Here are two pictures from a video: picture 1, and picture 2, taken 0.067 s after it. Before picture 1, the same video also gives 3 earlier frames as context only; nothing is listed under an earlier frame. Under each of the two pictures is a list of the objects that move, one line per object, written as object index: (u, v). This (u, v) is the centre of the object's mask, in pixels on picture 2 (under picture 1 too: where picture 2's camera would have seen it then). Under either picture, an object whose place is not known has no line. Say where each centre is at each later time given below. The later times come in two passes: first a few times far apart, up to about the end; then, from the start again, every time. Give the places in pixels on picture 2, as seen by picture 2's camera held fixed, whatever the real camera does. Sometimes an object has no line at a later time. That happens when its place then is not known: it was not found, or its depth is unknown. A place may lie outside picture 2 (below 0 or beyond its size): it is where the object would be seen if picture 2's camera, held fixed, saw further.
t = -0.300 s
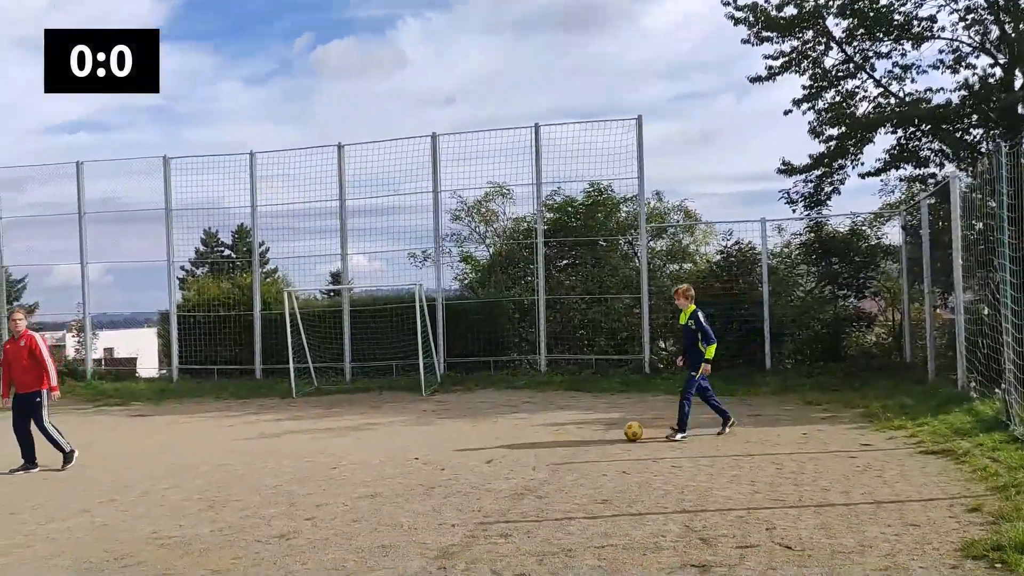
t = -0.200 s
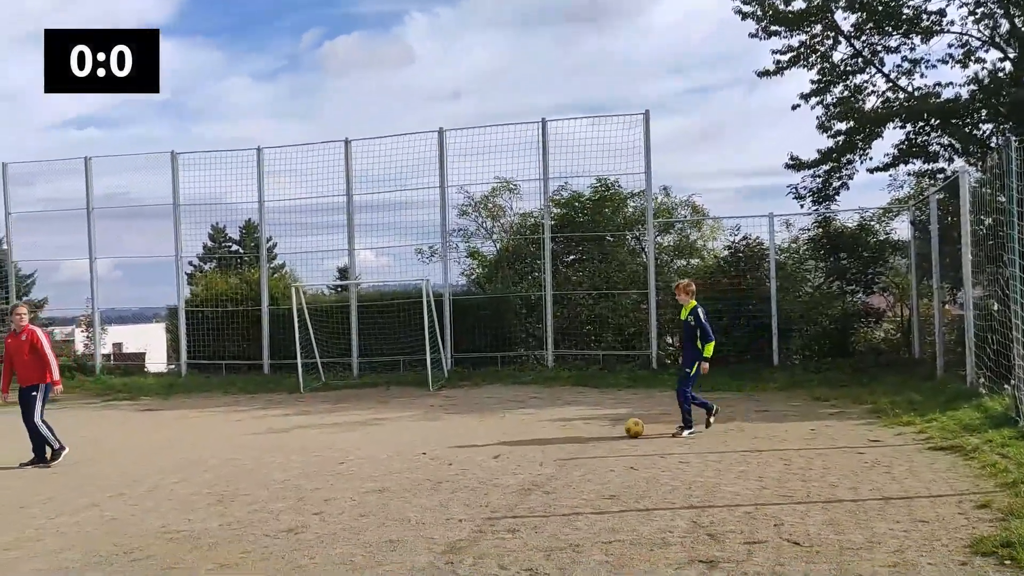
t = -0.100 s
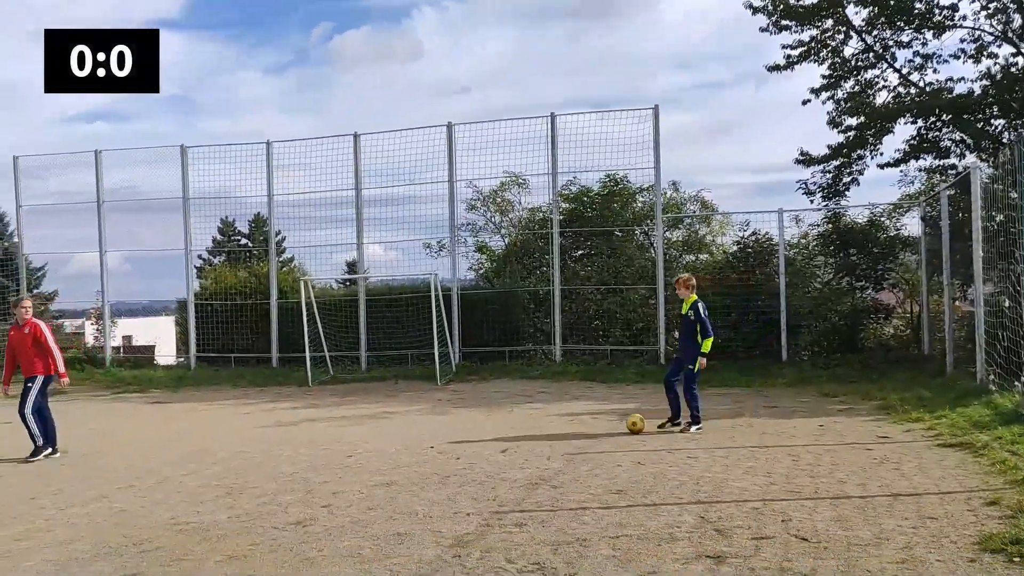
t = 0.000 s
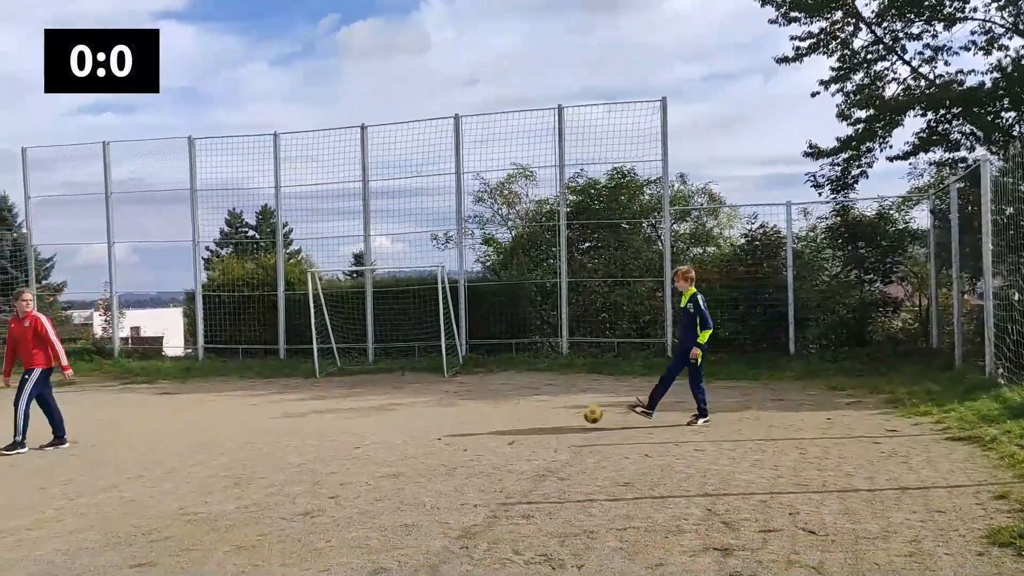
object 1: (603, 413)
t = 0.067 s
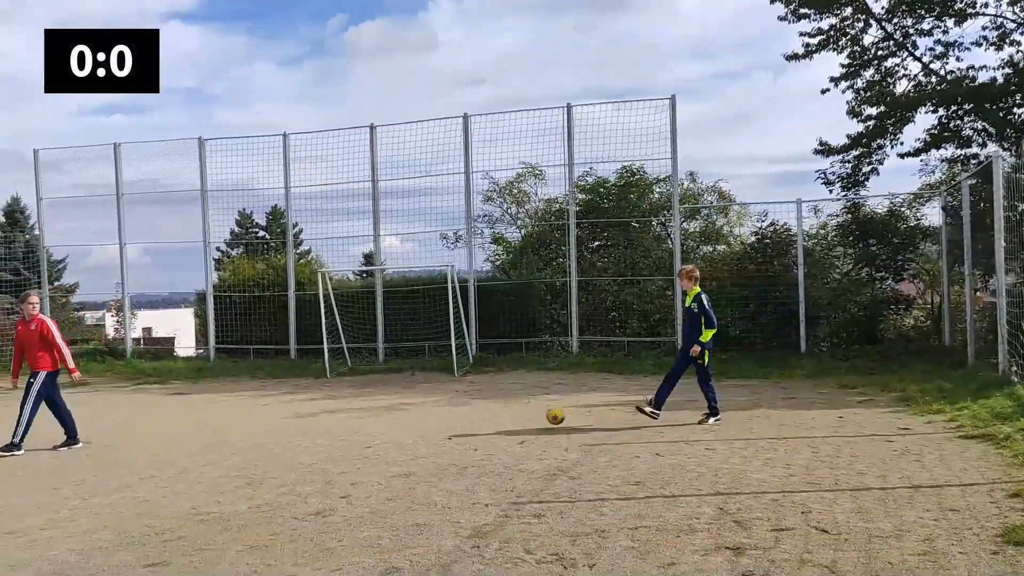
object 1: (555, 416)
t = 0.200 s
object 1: (466, 422)
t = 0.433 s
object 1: (332, 432)
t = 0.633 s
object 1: (232, 437)
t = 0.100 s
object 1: (532, 418)
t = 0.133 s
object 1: (508, 421)
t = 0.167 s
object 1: (486, 423)
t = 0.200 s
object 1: (466, 422)
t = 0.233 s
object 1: (446, 421)
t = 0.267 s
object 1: (426, 422)
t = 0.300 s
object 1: (406, 424)
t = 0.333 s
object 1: (387, 427)
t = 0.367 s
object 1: (367, 430)
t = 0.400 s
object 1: (349, 432)
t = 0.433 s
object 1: (332, 432)
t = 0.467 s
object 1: (314, 434)
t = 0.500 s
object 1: (298, 433)
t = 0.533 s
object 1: (282, 433)
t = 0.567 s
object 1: (265, 433)
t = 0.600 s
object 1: (249, 435)
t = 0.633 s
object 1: (232, 437)
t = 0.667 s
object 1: (216, 439)
